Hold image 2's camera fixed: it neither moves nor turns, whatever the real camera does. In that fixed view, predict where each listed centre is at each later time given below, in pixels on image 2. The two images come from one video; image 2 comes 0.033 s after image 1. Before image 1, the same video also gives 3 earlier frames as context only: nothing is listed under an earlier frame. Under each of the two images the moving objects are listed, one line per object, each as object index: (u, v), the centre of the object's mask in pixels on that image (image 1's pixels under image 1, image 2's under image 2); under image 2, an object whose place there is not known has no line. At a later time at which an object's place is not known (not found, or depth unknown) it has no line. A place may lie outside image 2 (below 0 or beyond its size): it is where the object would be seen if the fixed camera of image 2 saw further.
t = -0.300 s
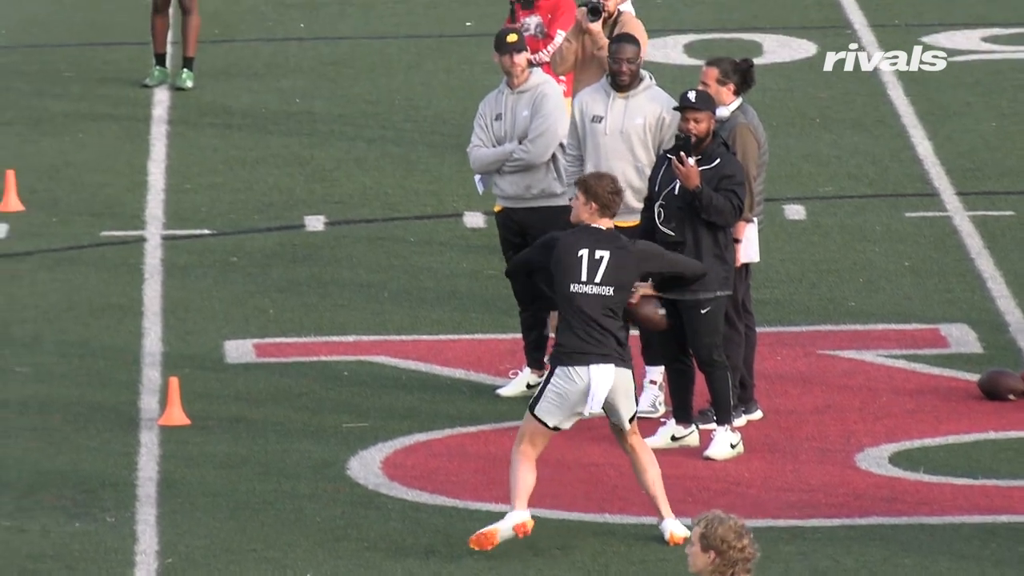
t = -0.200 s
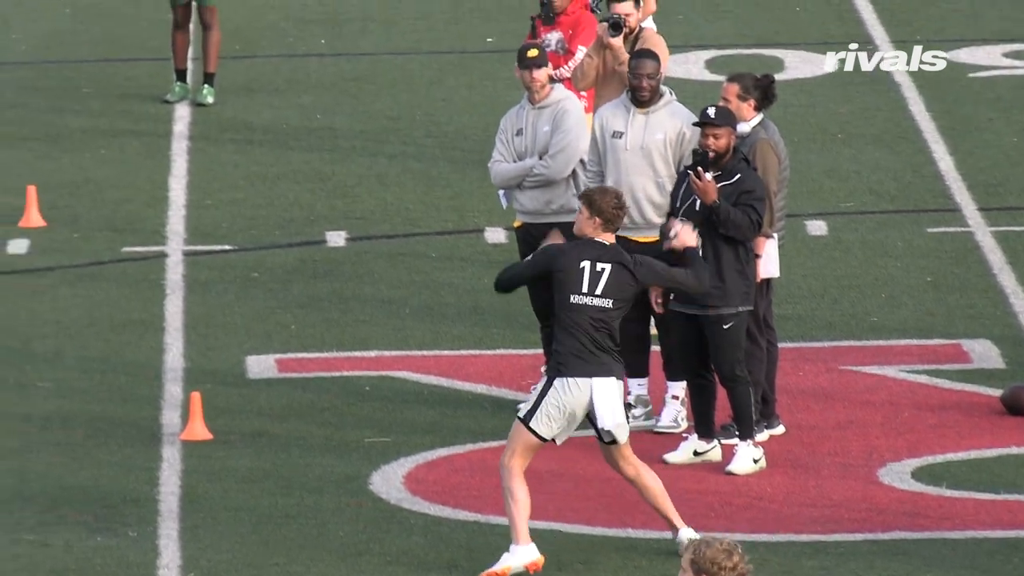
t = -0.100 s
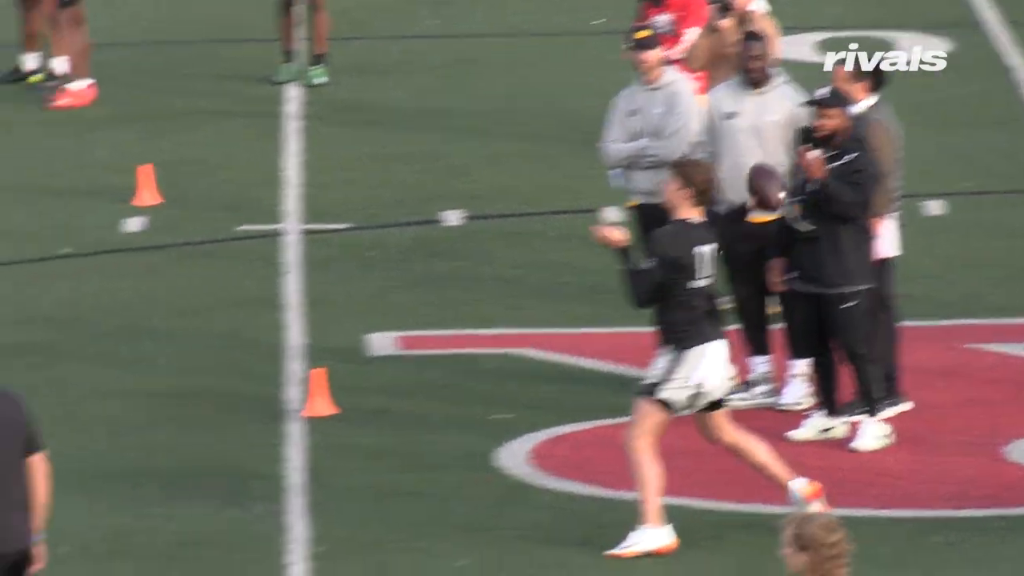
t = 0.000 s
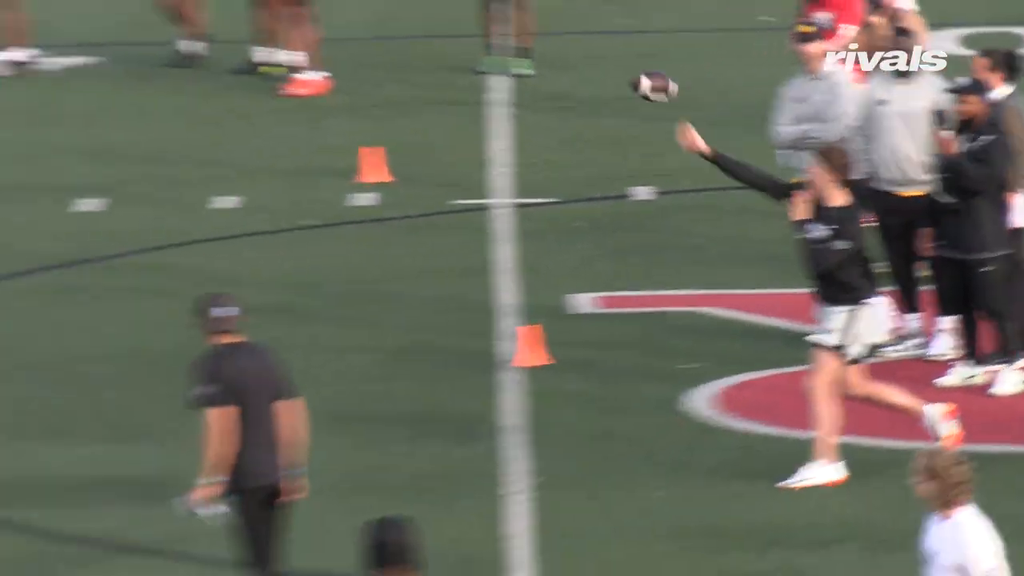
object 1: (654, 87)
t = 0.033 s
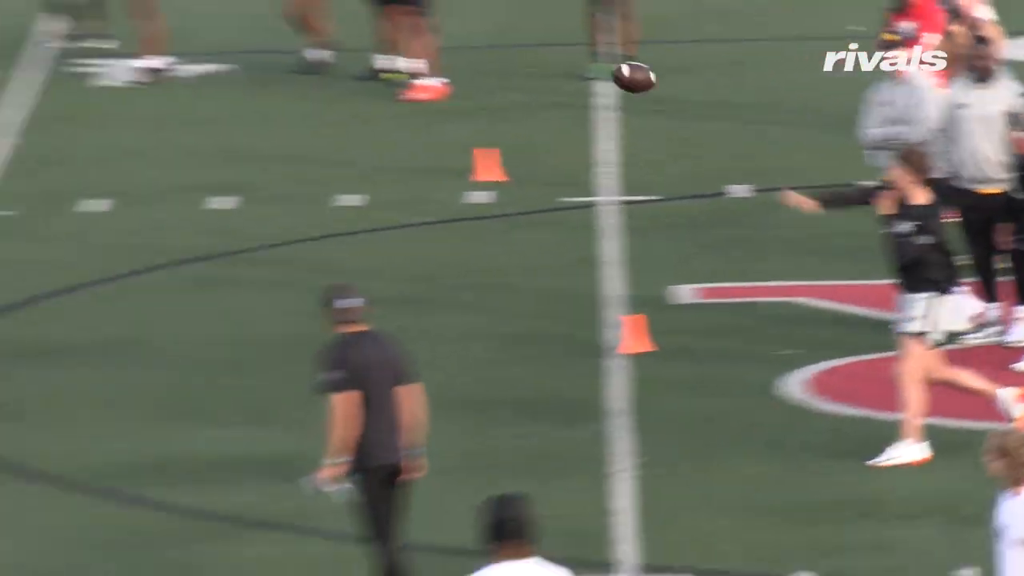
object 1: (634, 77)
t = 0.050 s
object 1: (573, 71)
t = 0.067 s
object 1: (514, 66)
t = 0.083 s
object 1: (455, 60)
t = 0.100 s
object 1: (396, 57)
